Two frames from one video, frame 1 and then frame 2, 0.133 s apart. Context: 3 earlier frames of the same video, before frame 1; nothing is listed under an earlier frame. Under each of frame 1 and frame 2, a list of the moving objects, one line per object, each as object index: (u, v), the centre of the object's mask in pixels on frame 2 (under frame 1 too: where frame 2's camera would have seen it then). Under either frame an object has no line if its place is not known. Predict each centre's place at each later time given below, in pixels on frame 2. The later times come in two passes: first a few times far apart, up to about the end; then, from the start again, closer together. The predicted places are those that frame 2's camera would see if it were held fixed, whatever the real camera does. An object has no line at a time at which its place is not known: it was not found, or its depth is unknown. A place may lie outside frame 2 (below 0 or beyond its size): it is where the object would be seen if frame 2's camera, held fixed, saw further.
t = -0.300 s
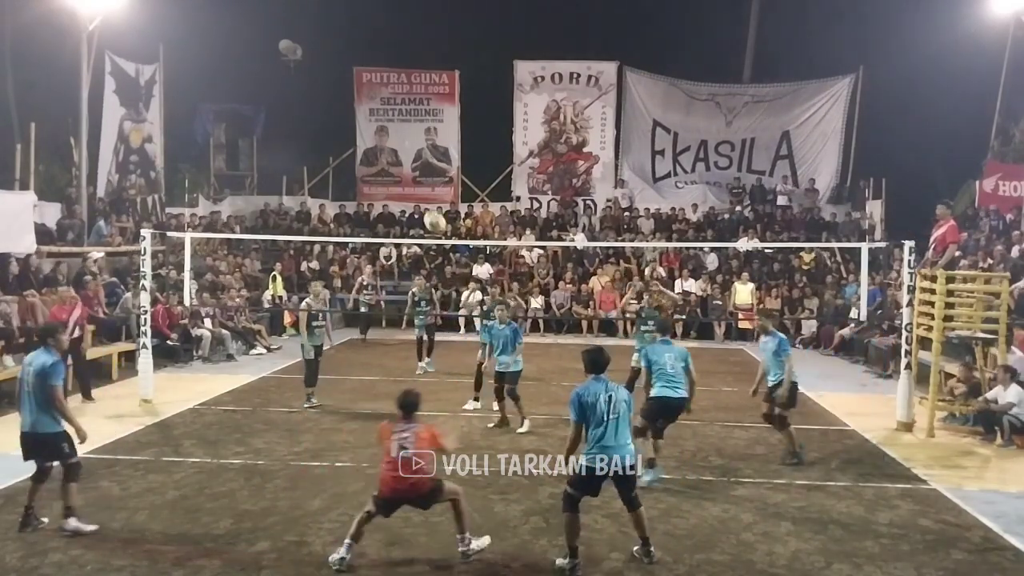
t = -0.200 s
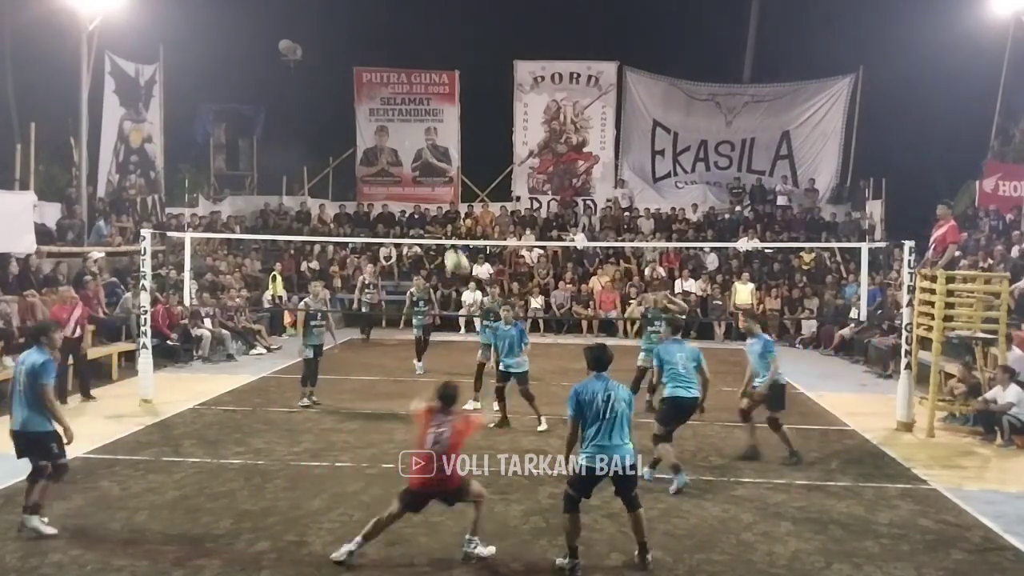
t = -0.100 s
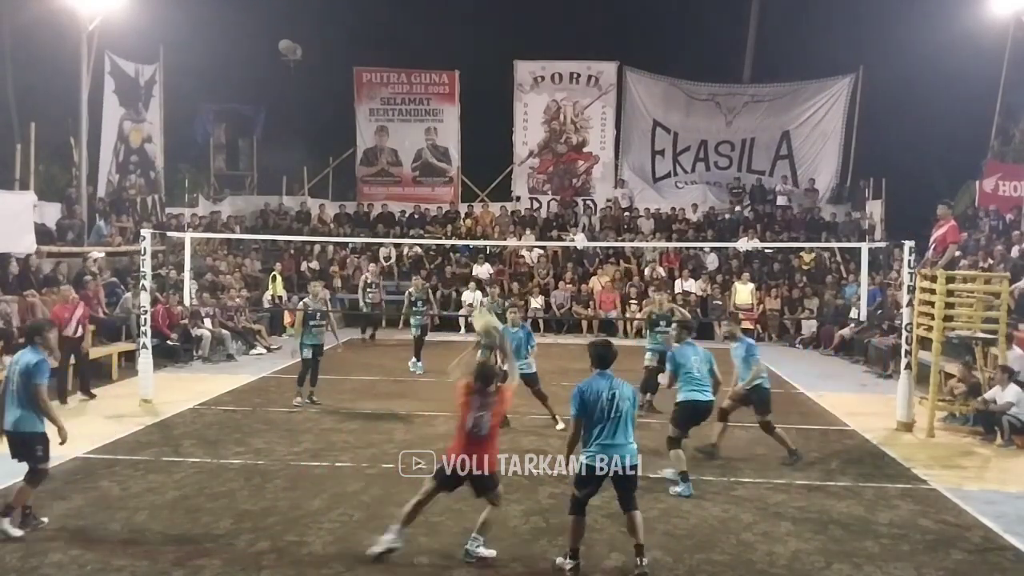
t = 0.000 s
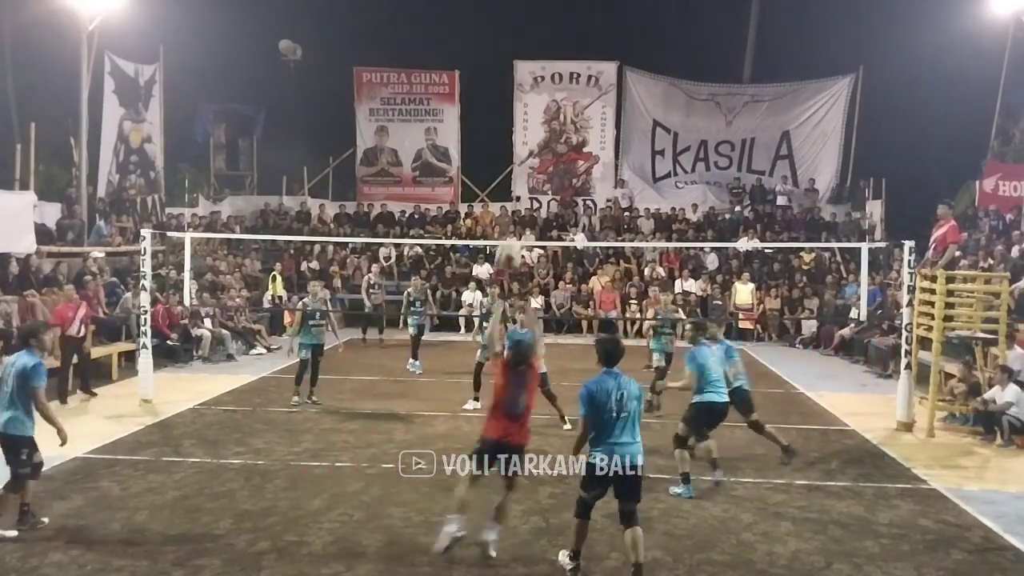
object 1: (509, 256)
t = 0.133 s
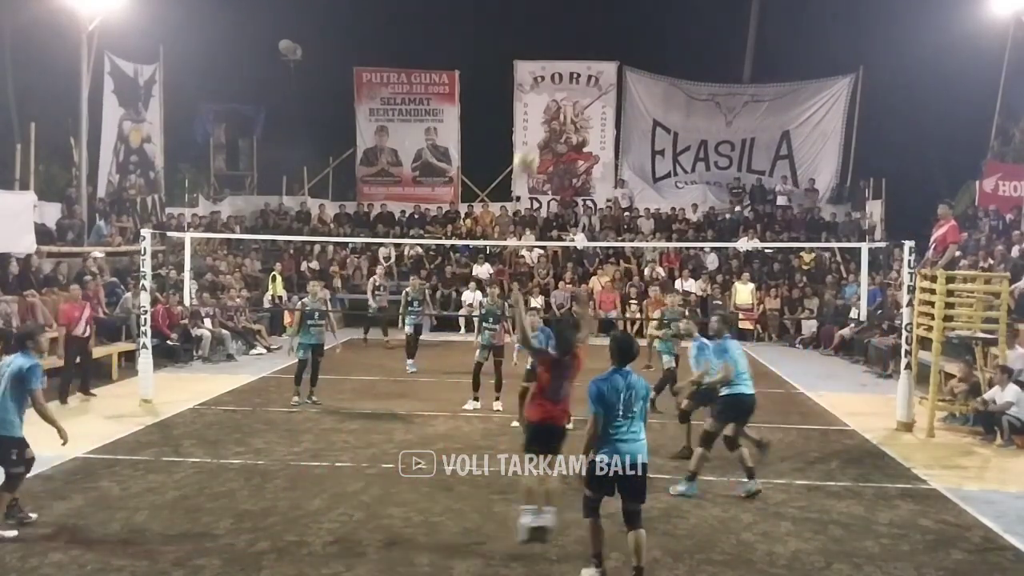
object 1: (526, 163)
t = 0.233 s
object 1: (539, 102)
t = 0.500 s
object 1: (568, 14)
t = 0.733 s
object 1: (589, 7)
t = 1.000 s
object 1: (610, 55)
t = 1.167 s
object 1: (620, 118)
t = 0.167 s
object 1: (533, 138)
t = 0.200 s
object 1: (535, 121)
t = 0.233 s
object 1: (539, 102)
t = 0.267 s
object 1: (543, 87)
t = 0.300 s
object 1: (546, 74)
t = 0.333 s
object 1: (550, 59)
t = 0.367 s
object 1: (554, 47)
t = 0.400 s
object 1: (557, 37)
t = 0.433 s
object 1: (561, 30)
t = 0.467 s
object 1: (564, 22)
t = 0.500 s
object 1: (568, 14)
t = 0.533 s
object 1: (571, 10)
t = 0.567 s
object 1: (574, 8)
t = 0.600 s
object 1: (577, 7)
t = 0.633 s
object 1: (580, 6)
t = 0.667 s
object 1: (583, 6)
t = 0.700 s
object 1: (586, 6)
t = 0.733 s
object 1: (589, 7)
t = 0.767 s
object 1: (592, 9)
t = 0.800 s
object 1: (594, 11)
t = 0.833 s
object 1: (597, 16)
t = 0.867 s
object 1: (600, 22)
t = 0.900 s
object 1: (602, 29)
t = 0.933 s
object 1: (605, 37)
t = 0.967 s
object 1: (607, 46)
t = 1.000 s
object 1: (610, 55)
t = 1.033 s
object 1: (612, 66)
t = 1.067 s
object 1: (614, 80)
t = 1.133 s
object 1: (618, 104)
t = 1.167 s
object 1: (620, 118)
